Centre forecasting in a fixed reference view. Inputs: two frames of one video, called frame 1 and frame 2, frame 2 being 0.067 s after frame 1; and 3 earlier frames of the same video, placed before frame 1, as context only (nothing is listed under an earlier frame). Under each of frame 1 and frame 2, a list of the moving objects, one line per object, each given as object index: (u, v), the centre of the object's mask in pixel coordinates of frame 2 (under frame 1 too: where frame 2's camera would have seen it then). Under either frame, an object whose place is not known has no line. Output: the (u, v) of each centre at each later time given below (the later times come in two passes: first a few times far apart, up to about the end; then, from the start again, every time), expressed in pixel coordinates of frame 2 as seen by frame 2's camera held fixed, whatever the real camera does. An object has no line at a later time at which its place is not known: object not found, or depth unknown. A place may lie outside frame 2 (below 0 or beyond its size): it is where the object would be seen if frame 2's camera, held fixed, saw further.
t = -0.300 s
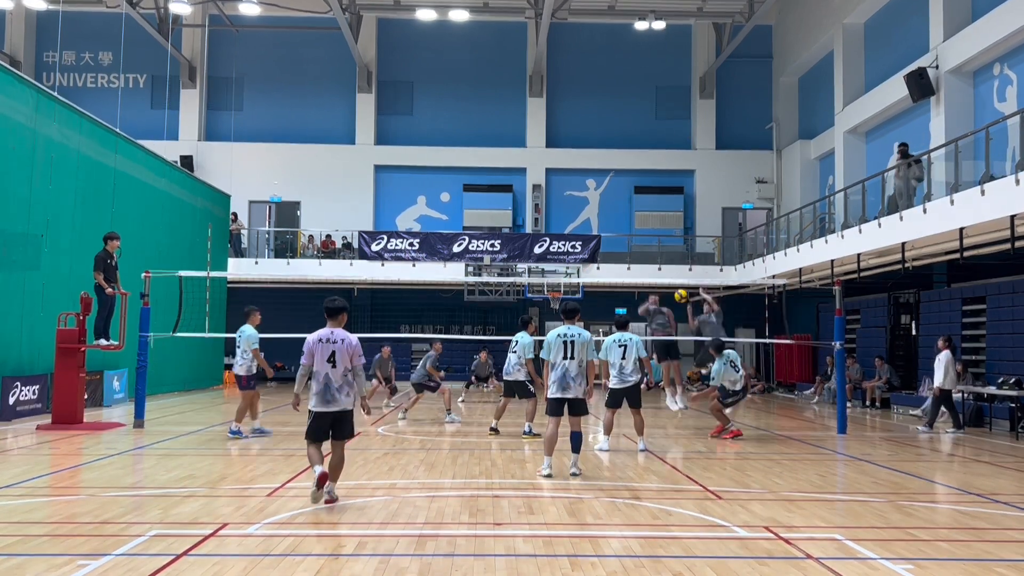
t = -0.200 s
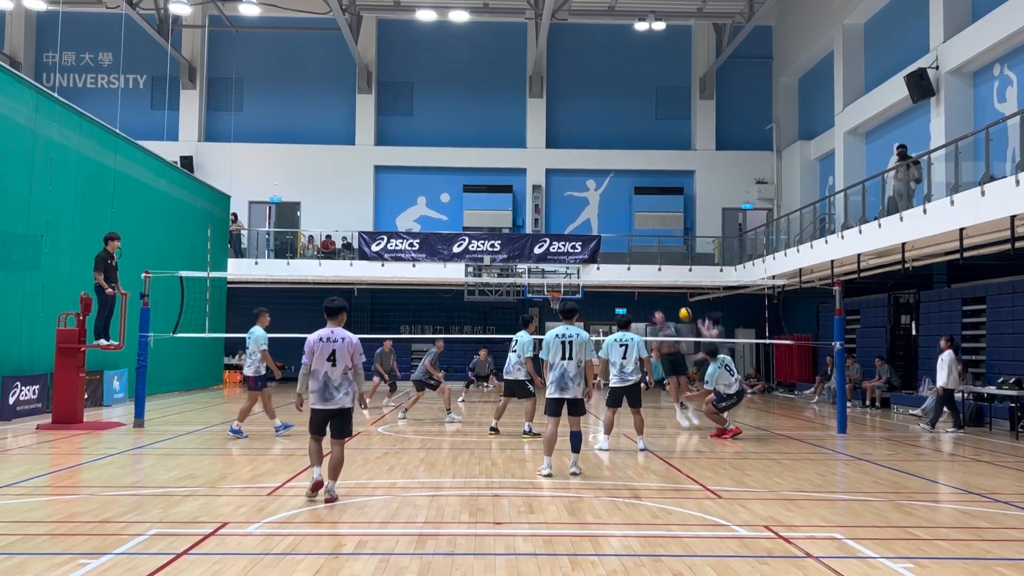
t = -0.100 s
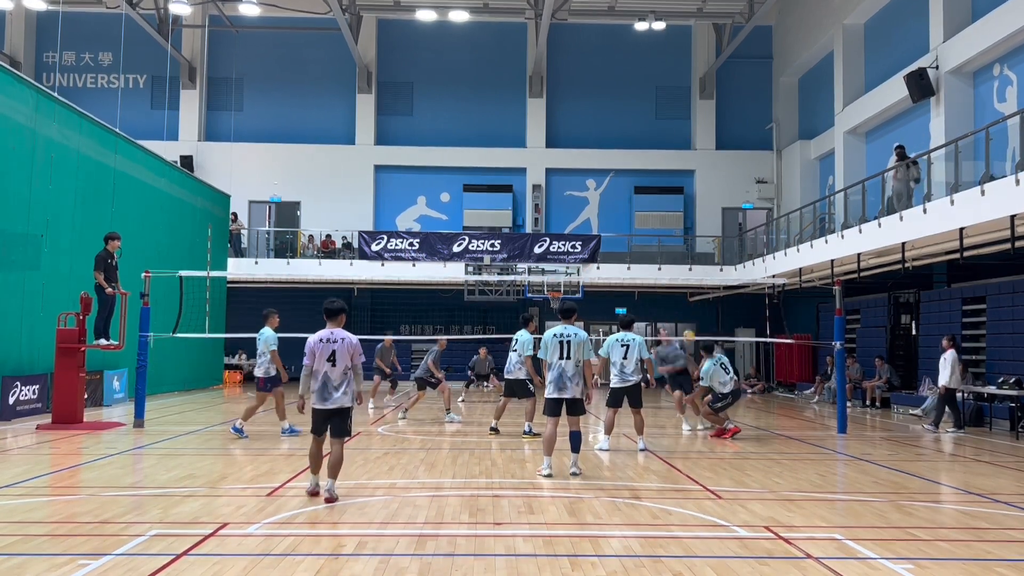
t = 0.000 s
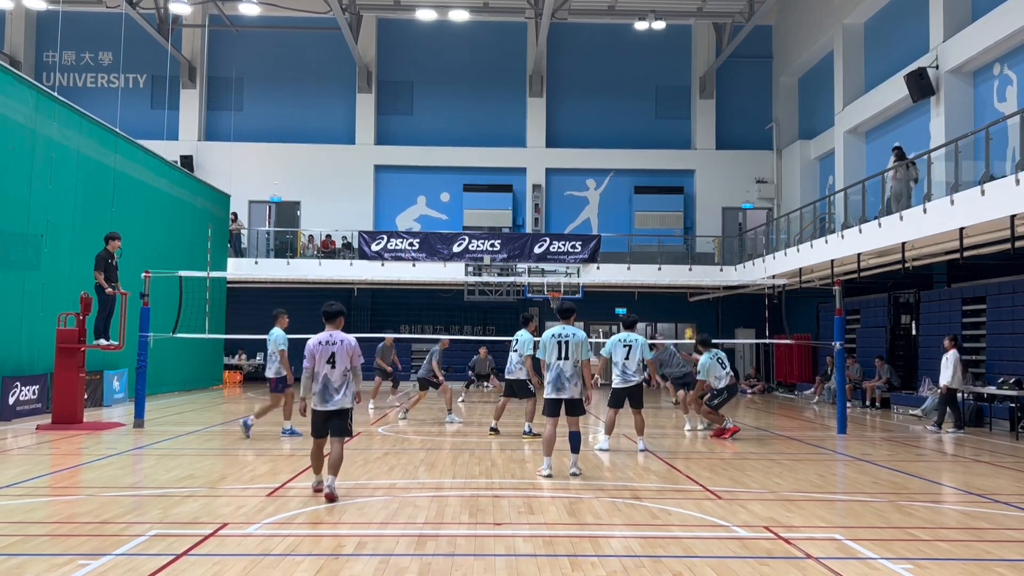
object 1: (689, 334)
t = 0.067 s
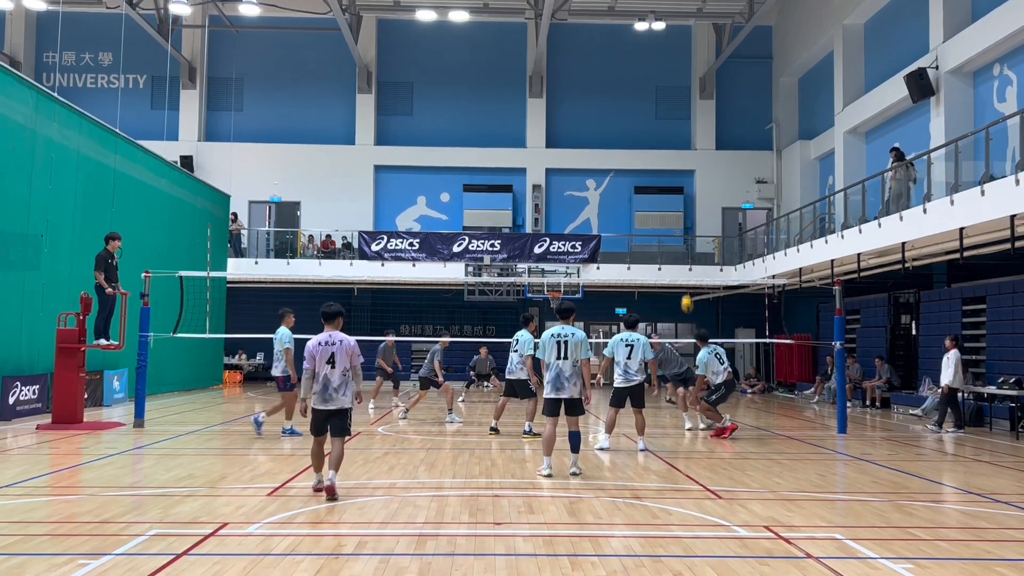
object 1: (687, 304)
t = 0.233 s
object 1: (679, 235)
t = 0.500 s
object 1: (667, 161)
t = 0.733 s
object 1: (656, 131)
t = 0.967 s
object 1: (646, 130)
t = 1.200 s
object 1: (635, 157)
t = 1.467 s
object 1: (623, 223)
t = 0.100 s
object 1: (685, 290)
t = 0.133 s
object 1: (684, 274)
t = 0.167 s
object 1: (682, 259)
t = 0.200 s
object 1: (680, 247)
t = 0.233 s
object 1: (679, 235)
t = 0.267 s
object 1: (677, 223)
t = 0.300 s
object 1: (676, 212)
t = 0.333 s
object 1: (674, 202)
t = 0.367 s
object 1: (673, 193)
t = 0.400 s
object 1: (671, 185)
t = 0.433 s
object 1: (669, 176)
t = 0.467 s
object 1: (668, 168)
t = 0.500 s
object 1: (667, 161)
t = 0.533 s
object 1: (665, 155)
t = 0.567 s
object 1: (663, 150)
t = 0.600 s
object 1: (662, 144)
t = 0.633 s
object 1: (661, 140)
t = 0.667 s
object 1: (659, 137)
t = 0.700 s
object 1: (657, 133)
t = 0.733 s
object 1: (656, 131)
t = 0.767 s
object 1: (655, 129)
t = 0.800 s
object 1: (653, 128)
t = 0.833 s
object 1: (652, 127)
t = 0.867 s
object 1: (650, 127)
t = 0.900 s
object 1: (649, 128)
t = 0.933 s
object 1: (647, 129)
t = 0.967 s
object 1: (646, 130)
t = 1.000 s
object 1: (644, 133)
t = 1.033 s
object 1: (643, 135)
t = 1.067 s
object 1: (641, 139)
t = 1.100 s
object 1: (640, 143)
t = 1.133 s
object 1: (638, 147)
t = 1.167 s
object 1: (637, 152)
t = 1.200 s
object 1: (635, 157)
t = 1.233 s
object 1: (634, 164)
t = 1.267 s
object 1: (632, 171)
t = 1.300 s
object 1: (631, 178)
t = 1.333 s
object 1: (629, 186)
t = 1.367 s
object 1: (628, 195)
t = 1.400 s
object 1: (626, 203)
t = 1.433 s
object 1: (625, 213)
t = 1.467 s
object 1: (623, 223)
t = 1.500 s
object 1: (622, 233)
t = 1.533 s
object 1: (621, 244)
